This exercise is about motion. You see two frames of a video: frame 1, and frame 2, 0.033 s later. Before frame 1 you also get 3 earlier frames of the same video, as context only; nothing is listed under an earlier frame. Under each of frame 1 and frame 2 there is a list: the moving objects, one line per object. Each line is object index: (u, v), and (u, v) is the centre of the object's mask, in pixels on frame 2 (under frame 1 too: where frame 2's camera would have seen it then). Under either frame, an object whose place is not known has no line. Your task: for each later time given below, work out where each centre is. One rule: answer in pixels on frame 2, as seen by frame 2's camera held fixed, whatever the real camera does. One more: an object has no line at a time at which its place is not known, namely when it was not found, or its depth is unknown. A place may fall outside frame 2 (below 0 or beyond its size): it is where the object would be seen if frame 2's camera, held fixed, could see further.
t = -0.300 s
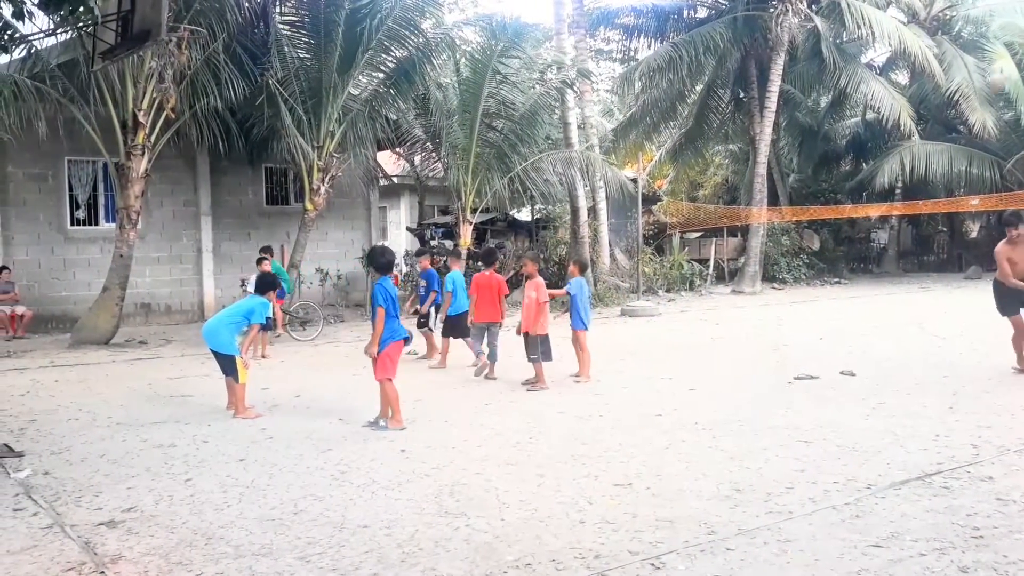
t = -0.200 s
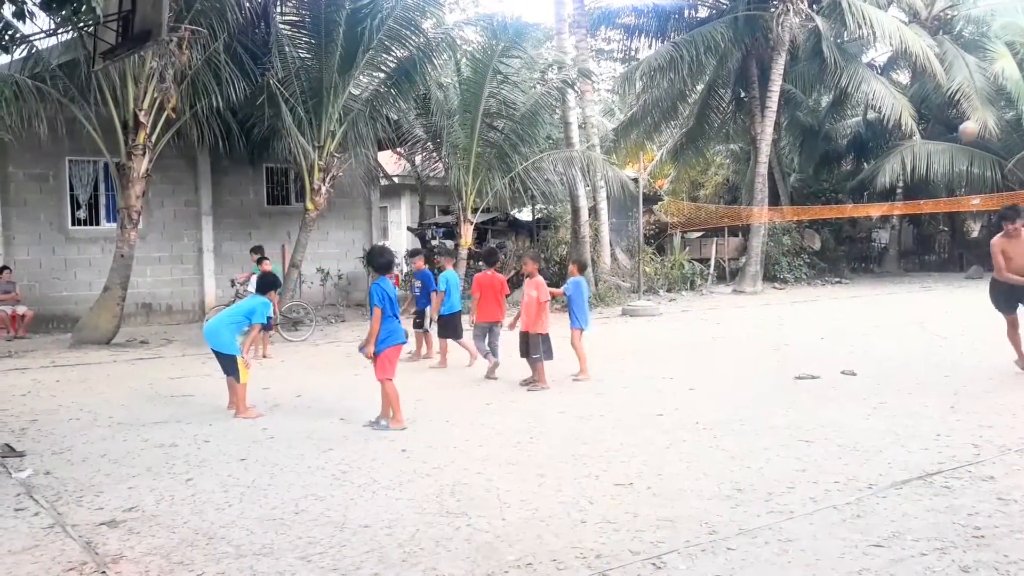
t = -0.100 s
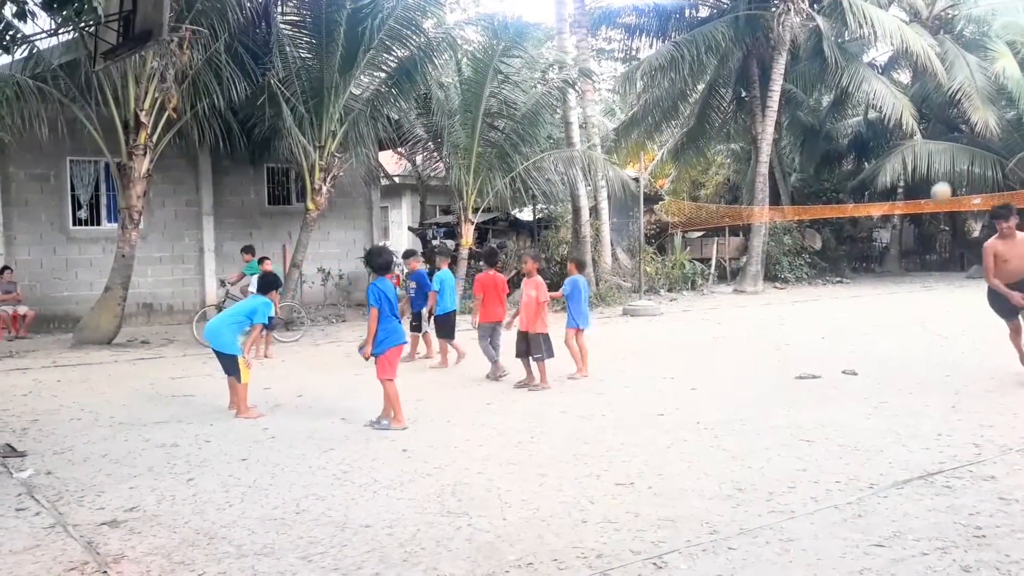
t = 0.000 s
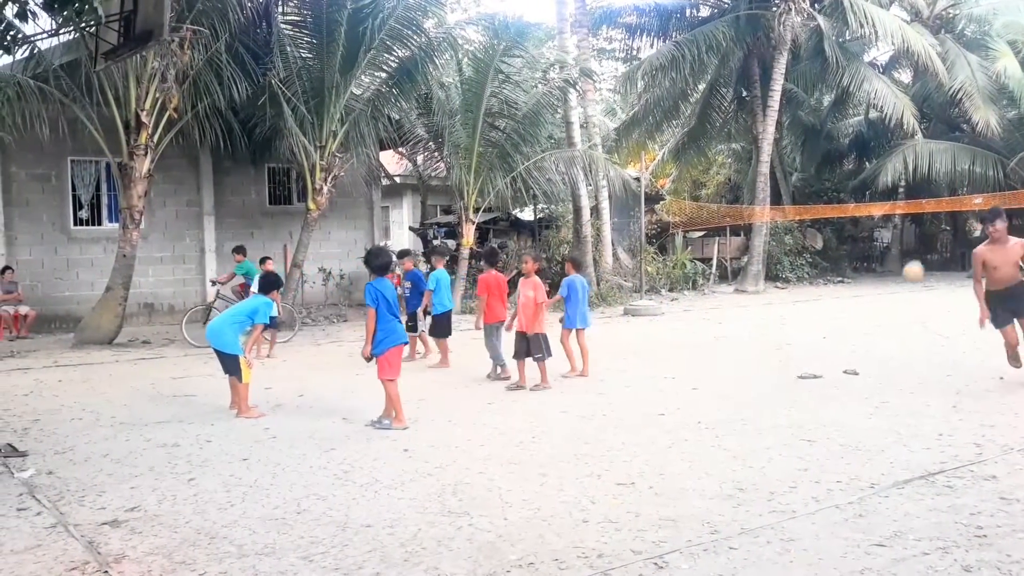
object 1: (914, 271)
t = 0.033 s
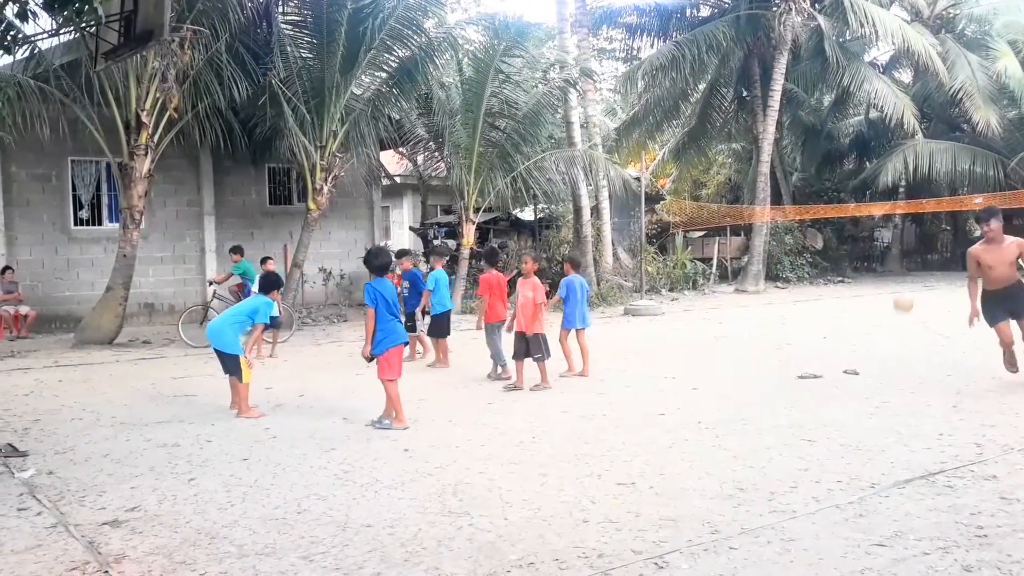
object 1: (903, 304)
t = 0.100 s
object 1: (883, 371)
